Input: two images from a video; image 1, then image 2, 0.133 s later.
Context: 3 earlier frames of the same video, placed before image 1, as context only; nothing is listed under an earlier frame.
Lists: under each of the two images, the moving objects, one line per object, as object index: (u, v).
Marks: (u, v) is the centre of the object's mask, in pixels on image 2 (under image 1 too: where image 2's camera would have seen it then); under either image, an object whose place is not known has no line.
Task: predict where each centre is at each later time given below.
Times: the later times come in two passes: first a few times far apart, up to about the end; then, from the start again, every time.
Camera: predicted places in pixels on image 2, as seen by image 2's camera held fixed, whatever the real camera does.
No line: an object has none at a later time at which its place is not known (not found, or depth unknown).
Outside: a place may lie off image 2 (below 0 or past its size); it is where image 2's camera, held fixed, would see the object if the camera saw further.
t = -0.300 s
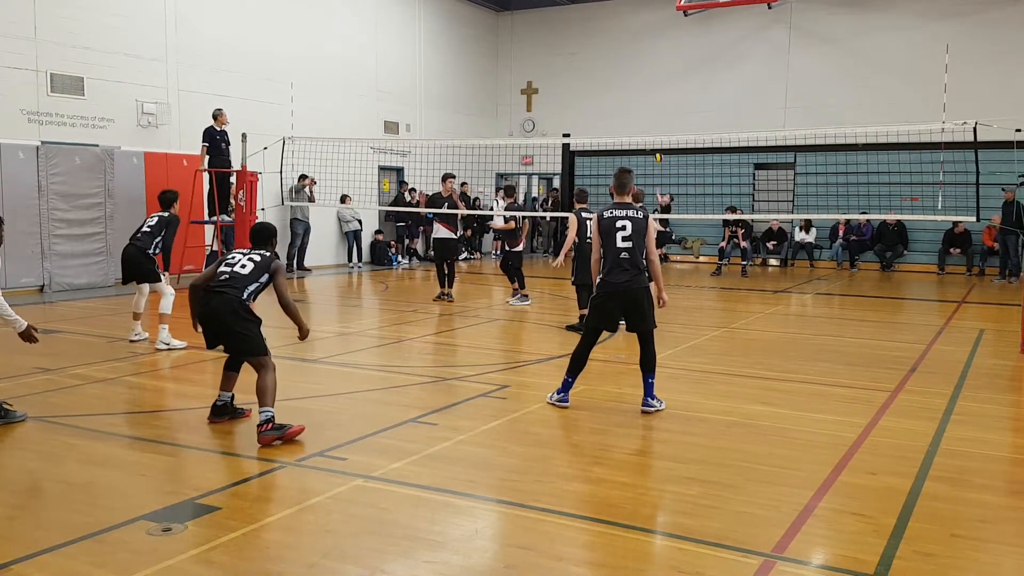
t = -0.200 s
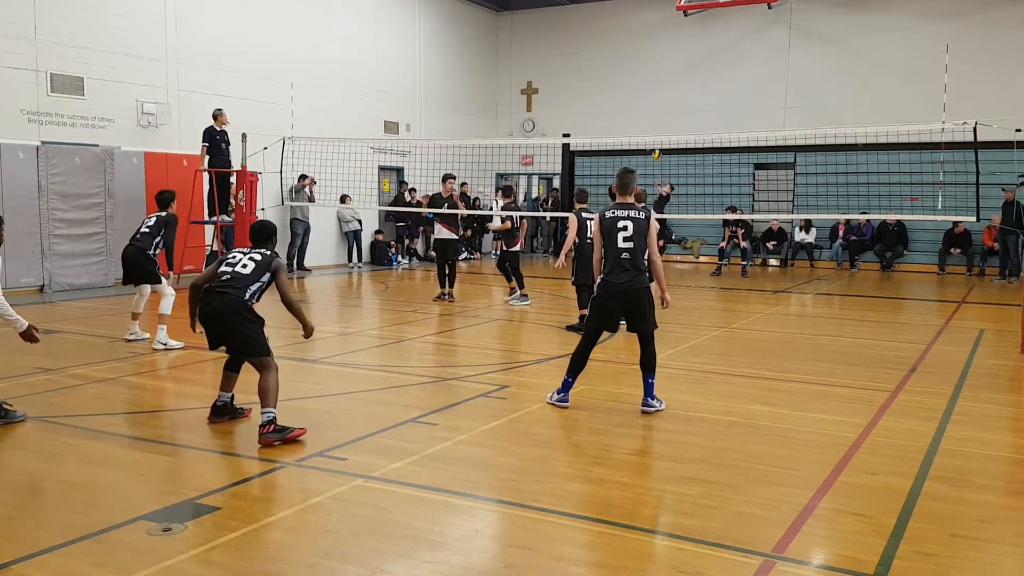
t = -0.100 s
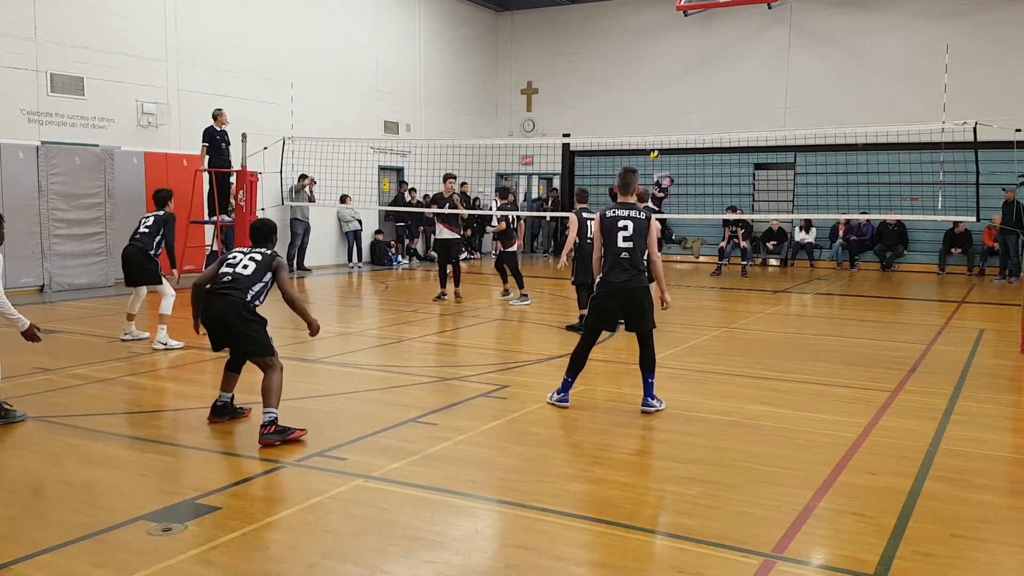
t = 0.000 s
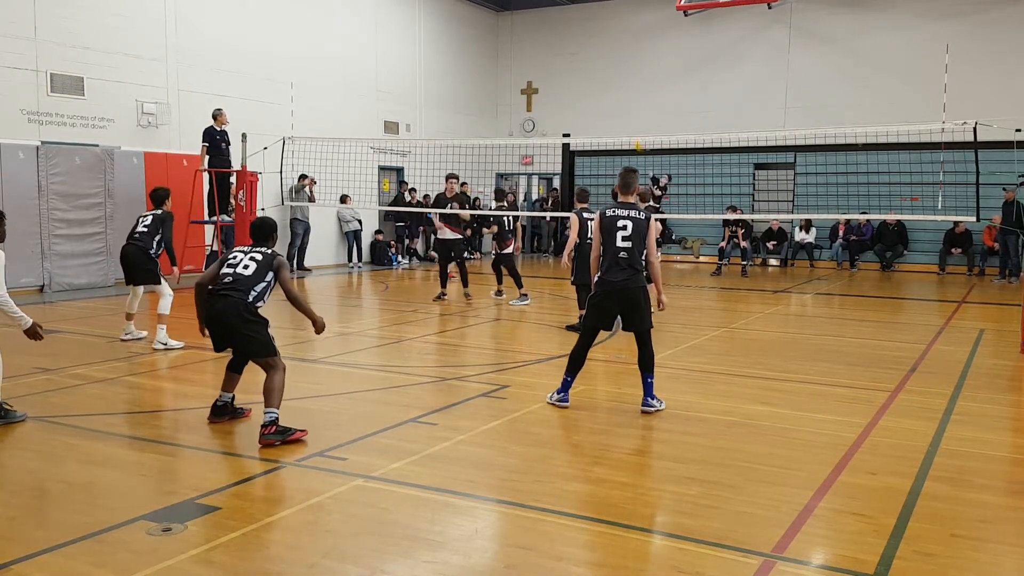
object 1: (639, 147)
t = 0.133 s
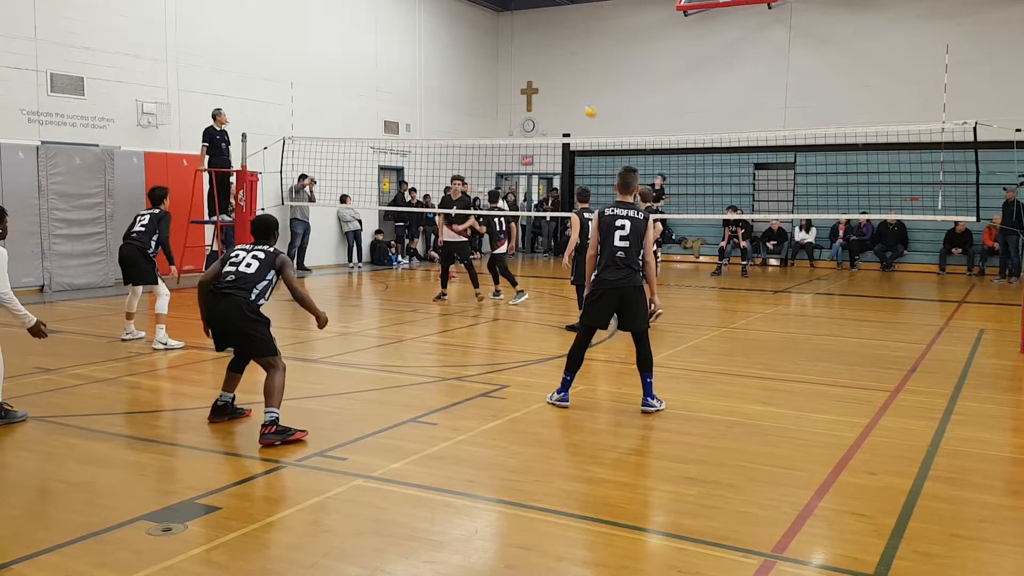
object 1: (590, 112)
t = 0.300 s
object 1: (527, 75)
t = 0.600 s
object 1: (389, 42)
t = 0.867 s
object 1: (231, 67)
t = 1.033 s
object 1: (110, 128)
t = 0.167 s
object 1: (578, 104)
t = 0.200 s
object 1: (565, 96)
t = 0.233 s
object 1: (553, 89)
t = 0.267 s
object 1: (539, 82)
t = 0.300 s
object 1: (527, 75)
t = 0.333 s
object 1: (513, 70)
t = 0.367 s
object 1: (499, 64)
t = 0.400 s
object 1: (485, 59)
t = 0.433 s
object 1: (469, 55)
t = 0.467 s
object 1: (453, 50)
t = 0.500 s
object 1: (437, 47)
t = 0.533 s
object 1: (421, 44)
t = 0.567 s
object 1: (405, 43)
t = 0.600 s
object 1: (389, 42)
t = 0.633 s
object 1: (371, 41)
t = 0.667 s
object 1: (353, 42)
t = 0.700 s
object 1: (334, 44)
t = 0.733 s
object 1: (315, 46)
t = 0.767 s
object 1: (296, 49)
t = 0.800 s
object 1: (275, 54)
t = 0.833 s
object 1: (254, 60)
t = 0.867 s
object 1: (231, 67)
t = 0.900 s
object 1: (209, 76)
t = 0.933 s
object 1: (186, 86)
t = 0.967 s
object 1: (161, 99)
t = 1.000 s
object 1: (136, 113)
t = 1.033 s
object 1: (110, 128)
